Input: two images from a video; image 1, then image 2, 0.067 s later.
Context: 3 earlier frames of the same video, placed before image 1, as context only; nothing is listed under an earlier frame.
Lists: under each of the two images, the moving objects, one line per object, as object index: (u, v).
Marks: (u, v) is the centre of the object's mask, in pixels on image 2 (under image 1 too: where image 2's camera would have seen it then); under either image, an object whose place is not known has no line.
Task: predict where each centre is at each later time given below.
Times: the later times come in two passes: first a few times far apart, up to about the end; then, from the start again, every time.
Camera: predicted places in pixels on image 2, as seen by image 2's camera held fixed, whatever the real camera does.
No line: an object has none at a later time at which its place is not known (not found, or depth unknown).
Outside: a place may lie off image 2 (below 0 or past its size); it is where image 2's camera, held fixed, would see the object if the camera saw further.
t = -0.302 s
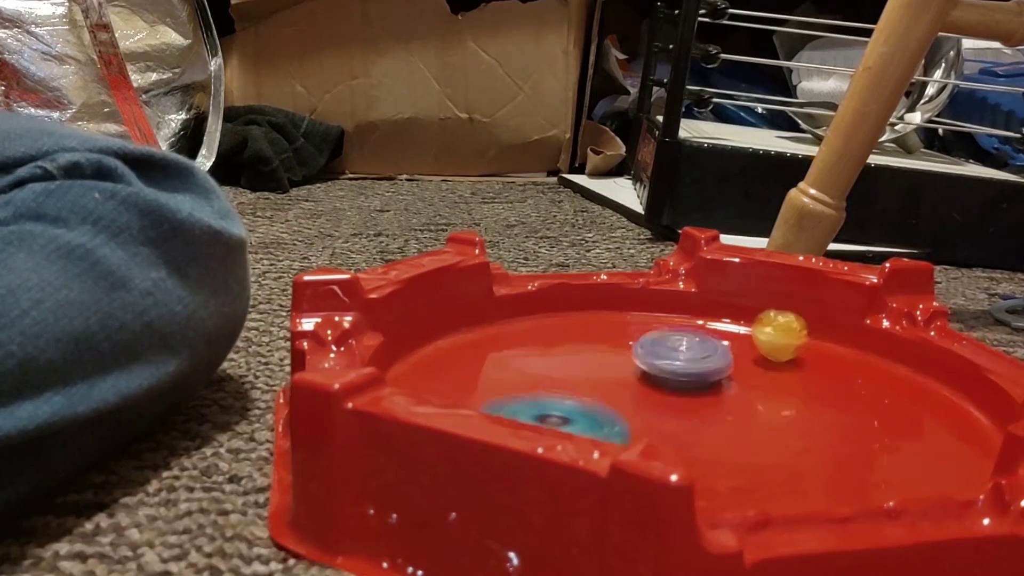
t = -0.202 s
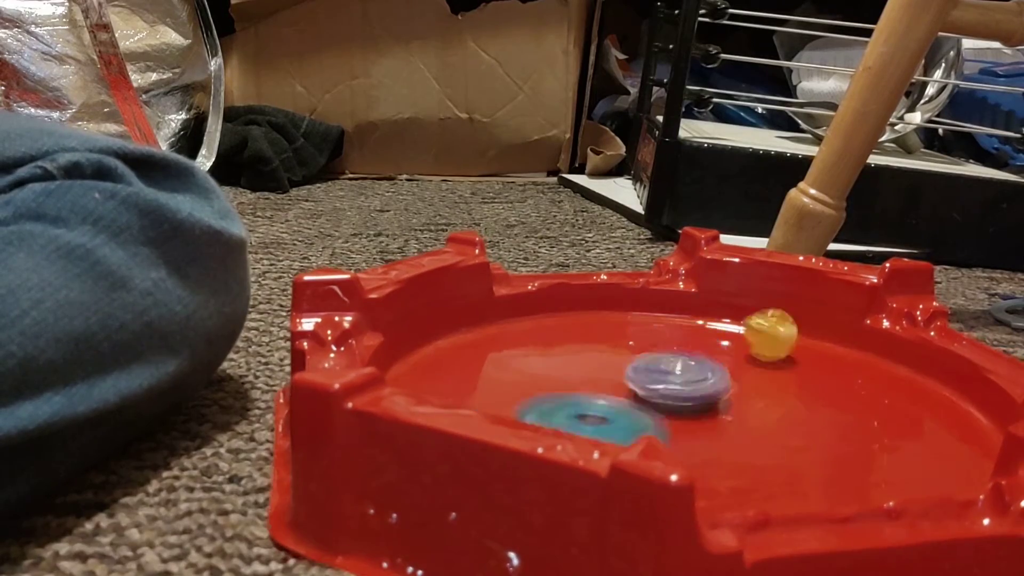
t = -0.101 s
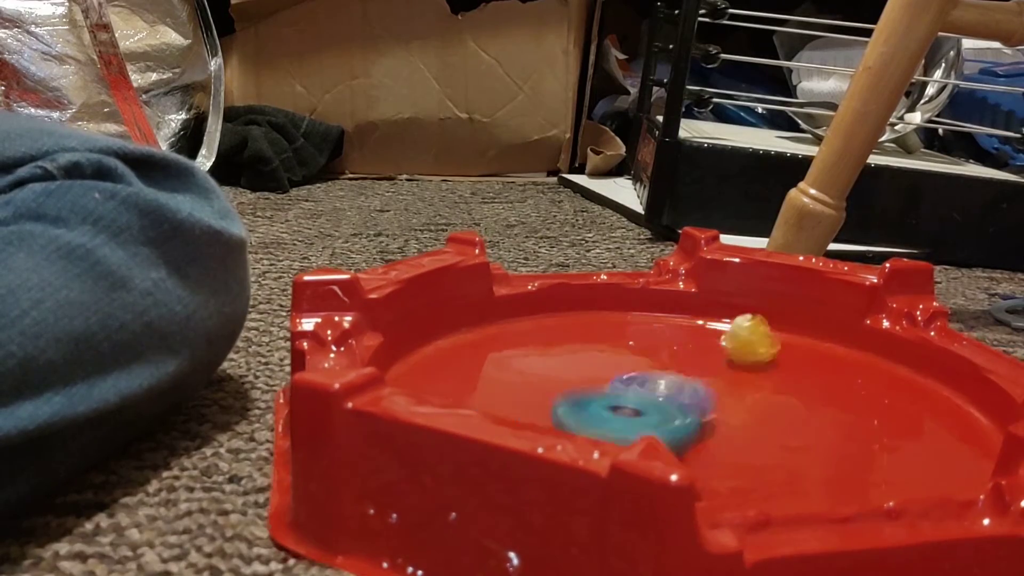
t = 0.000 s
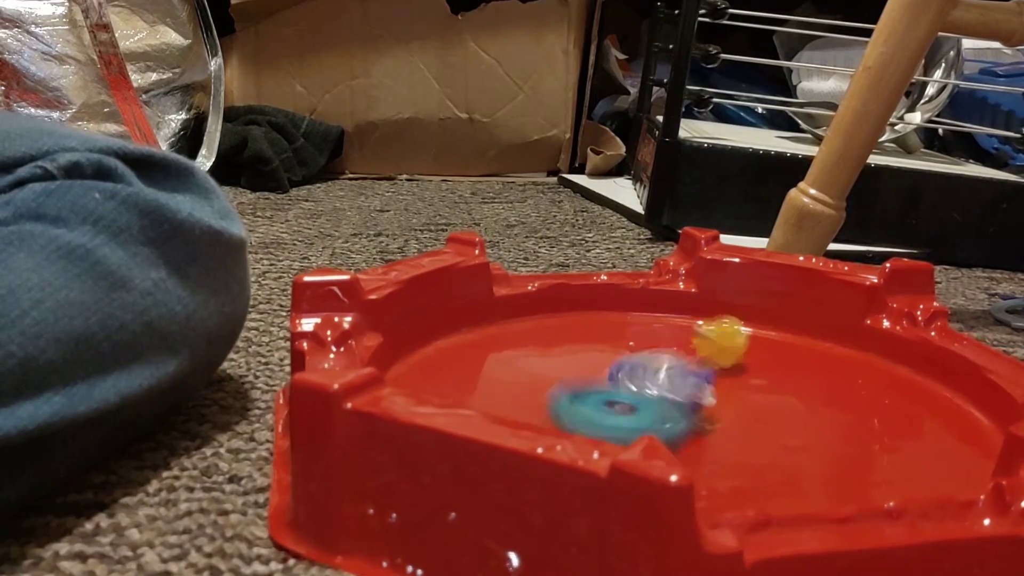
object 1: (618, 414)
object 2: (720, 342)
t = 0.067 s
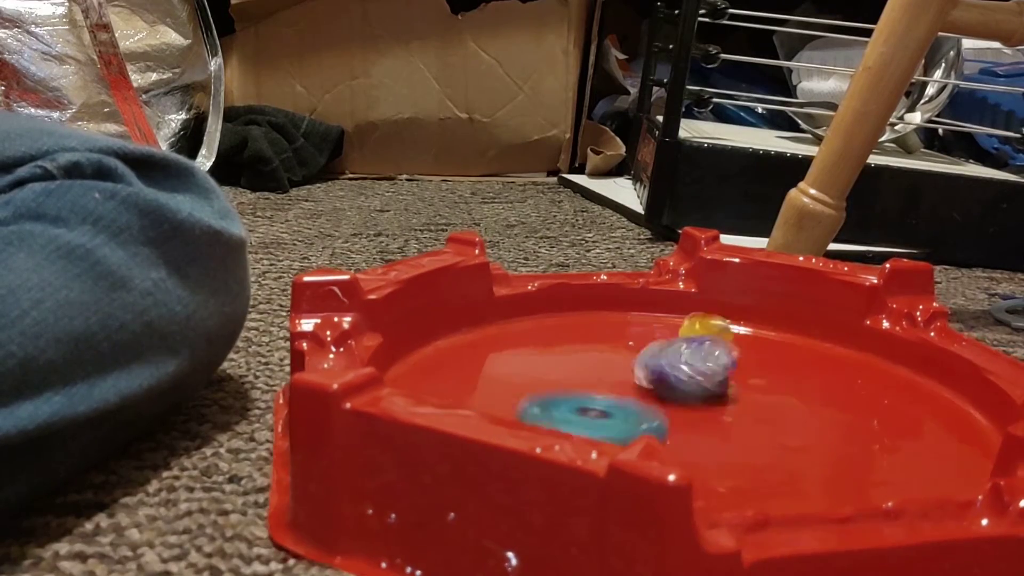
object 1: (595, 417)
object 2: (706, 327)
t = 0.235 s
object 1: (573, 413)
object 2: (733, 314)
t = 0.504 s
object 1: (532, 395)
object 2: (729, 318)
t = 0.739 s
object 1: (502, 373)
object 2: (728, 318)
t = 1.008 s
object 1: (449, 351)
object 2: (728, 318)
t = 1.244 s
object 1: (448, 353)
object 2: (729, 319)
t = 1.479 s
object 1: (518, 366)
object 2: (728, 319)
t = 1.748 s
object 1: (622, 370)
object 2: (728, 320)
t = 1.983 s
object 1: (681, 363)
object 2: (732, 299)
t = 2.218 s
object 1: (625, 379)
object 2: (816, 384)
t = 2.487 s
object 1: (550, 387)
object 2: (920, 432)
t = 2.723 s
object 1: (496, 383)
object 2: (762, 443)
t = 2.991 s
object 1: (479, 380)
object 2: (671, 425)
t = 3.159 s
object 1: (499, 379)
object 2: (671, 423)
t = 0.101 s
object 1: (587, 415)
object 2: (711, 321)
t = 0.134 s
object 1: (583, 415)
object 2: (722, 313)
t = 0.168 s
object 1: (579, 415)
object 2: (727, 310)
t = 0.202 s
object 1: (575, 414)
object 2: (728, 313)
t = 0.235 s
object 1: (573, 413)
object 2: (733, 314)
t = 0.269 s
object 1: (569, 412)
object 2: (736, 316)
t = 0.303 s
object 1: (564, 410)
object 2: (736, 315)
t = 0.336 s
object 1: (558, 407)
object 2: (734, 316)
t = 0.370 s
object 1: (553, 406)
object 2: (730, 316)
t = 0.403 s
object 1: (546, 403)
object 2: (728, 316)
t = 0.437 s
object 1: (542, 400)
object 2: (728, 317)
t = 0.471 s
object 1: (538, 398)
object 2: (729, 318)
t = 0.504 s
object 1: (532, 395)
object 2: (729, 318)
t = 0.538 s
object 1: (526, 390)
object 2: (728, 318)
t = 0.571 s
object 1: (523, 388)
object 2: (728, 318)
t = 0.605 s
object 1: (520, 385)
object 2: (728, 318)
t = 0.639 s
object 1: (516, 382)
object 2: (728, 318)
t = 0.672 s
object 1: (512, 380)
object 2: (728, 318)
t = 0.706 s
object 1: (508, 377)
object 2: (728, 318)
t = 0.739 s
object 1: (502, 373)
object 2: (728, 318)
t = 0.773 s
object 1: (496, 369)
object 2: (728, 318)
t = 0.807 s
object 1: (490, 365)
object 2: (728, 318)
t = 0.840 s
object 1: (483, 361)
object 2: (728, 318)
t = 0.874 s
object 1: (475, 358)
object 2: (728, 318)
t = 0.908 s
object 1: (468, 355)
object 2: (728, 318)
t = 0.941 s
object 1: (461, 353)
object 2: (728, 318)
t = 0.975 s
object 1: (454, 352)
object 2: (728, 318)
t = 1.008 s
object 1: (449, 351)
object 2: (728, 318)
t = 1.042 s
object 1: (444, 350)
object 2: (728, 319)
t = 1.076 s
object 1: (442, 350)
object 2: (729, 318)
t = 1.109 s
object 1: (441, 351)
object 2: (728, 319)
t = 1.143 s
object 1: (441, 350)
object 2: (728, 319)
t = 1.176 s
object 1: (443, 351)
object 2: (729, 319)
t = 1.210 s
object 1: (446, 352)
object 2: (729, 319)
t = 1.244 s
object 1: (448, 353)
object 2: (729, 319)
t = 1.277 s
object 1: (454, 354)
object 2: (729, 319)
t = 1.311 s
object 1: (462, 356)
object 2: (728, 319)
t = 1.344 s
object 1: (470, 357)
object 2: (728, 319)
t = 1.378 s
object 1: (481, 360)
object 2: (729, 319)
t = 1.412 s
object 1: (493, 362)
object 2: (728, 319)
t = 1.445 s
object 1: (505, 363)
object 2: (728, 319)
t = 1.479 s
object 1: (518, 366)
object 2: (728, 319)
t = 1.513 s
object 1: (531, 368)
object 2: (728, 319)
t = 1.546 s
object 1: (545, 371)
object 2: (728, 319)
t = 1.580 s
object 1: (559, 372)
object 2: (728, 319)
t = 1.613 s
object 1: (573, 372)
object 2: (728, 320)
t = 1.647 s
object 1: (586, 370)
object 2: (728, 319)
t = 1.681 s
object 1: (598, 370)
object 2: (728, 320)
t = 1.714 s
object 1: (610, 370)
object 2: (728, 320)
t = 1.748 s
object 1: (622, 370)
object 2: (728, 320)
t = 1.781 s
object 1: (635, 370)
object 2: (728, 320)
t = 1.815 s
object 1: (647, 368)
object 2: (728, 320)
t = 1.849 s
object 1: (658, 366)
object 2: (728, 320)
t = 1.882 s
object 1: (668, 365)
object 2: (728, 321)
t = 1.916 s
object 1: (677, 364)
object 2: (728, 321)
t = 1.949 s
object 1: (684, 362)
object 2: (729, 316)
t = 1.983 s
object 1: (681, 363)
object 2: (732, 299)
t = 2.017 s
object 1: (674, 366)
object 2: (725, 292)
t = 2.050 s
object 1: (670, 368)
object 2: (714, 308)
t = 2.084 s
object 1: (668, 371)
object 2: (700, 318)
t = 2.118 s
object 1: (658, 372)
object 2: (716, 330)
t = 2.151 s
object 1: (645, 374)
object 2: (746, 336)
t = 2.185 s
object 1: (636, 379)
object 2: (786, 352)
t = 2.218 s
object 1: (625, 379)
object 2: (816, 384)
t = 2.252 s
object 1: (615, 380)
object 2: (850, 386)
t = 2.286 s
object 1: (607, 384)
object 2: (882, 391)
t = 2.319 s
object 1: (596, 384)
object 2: (921, 406)
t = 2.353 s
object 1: (586, 385)
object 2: (948, 410)
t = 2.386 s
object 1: (579, 387)
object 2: (973, 418)
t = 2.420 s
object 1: (568, 386)
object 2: (969, 424)
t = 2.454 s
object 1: (557, 386)
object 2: (949, 431)
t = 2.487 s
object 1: (550, 387)
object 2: (920, 432)
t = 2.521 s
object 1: (541, 385)
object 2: (894, 434)
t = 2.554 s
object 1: (532, 387)
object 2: (861, 439)
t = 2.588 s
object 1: (527, 386)
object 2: (837, 442)
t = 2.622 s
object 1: (517, 384)
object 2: (817, 443)
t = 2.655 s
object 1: (510, 386)
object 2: (800, 442)
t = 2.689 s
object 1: (505, 384)
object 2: (782, 443)
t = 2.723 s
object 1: (496, 383)
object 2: (762, 443)
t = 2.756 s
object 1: (494, 384)
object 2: (745, 440)
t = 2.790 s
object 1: (487, 381)
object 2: (732, 439)
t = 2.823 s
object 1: (480, 381)
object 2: (721, 436)
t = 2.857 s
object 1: (480, 381)
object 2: (710, 433)
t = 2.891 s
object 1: (475, 379)
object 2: (697, 432)
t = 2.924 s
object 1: (475, 381)
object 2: (687, 430)
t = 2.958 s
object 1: (478, 381)
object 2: (678, 428)
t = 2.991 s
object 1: (479, 380)
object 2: (671, 425)
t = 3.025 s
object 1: (485, 380)
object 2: (668, 424)
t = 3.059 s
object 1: (486, 379)
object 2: (667, 425)
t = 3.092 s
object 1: (490, 382)
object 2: (667, 424)
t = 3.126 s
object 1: (496, 380)
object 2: (669, 424)
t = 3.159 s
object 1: (499, 379)
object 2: (671, 423)
